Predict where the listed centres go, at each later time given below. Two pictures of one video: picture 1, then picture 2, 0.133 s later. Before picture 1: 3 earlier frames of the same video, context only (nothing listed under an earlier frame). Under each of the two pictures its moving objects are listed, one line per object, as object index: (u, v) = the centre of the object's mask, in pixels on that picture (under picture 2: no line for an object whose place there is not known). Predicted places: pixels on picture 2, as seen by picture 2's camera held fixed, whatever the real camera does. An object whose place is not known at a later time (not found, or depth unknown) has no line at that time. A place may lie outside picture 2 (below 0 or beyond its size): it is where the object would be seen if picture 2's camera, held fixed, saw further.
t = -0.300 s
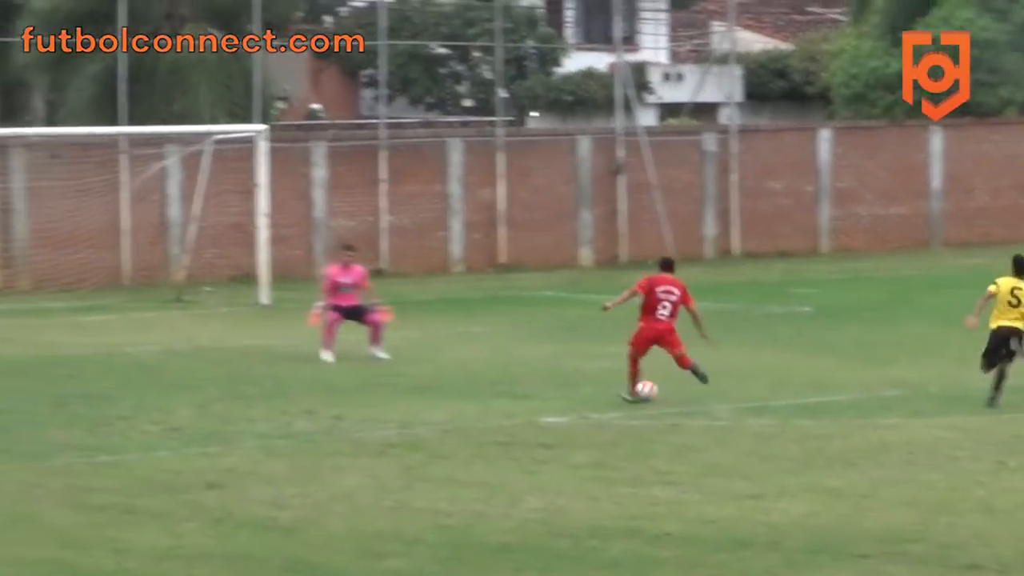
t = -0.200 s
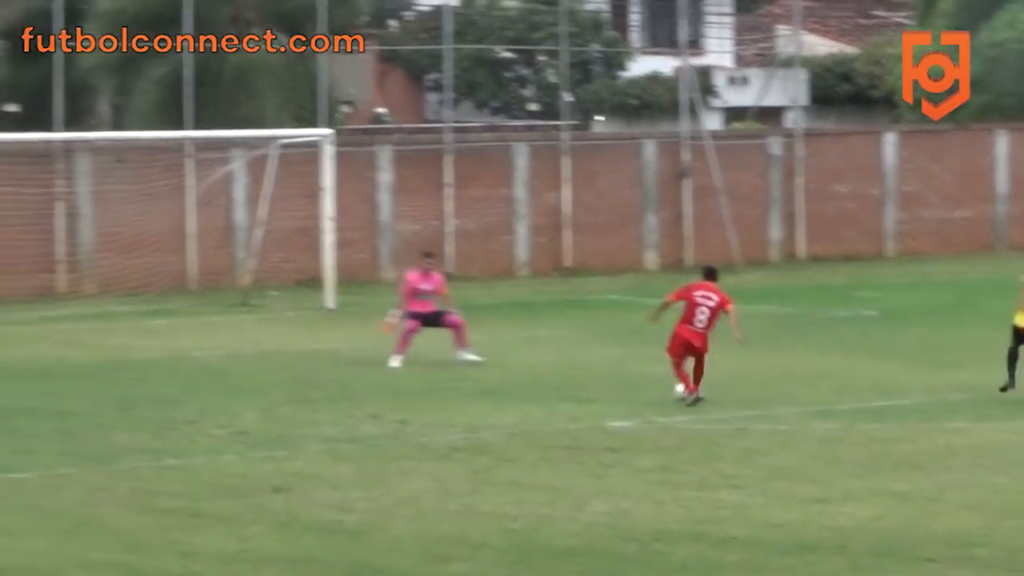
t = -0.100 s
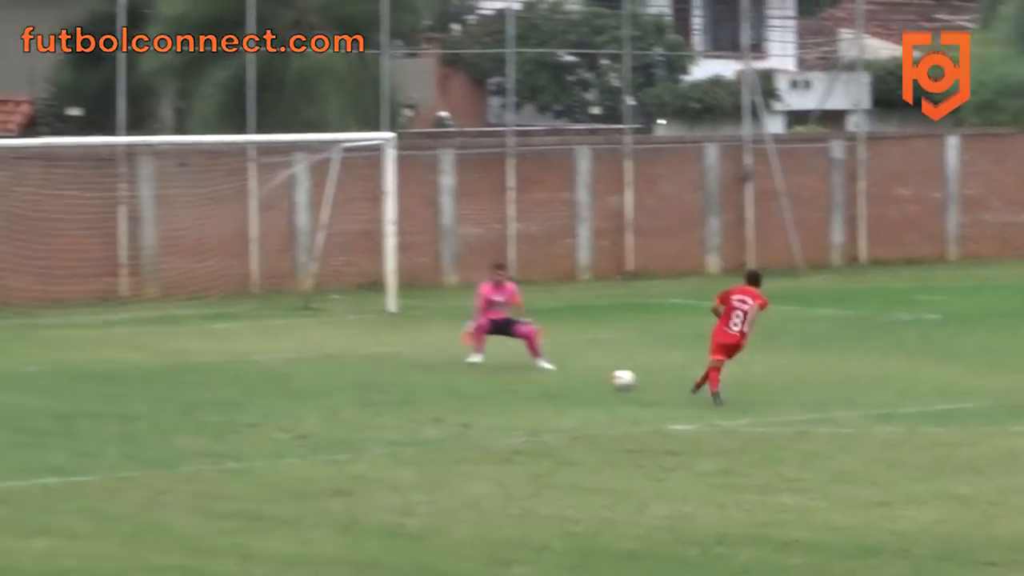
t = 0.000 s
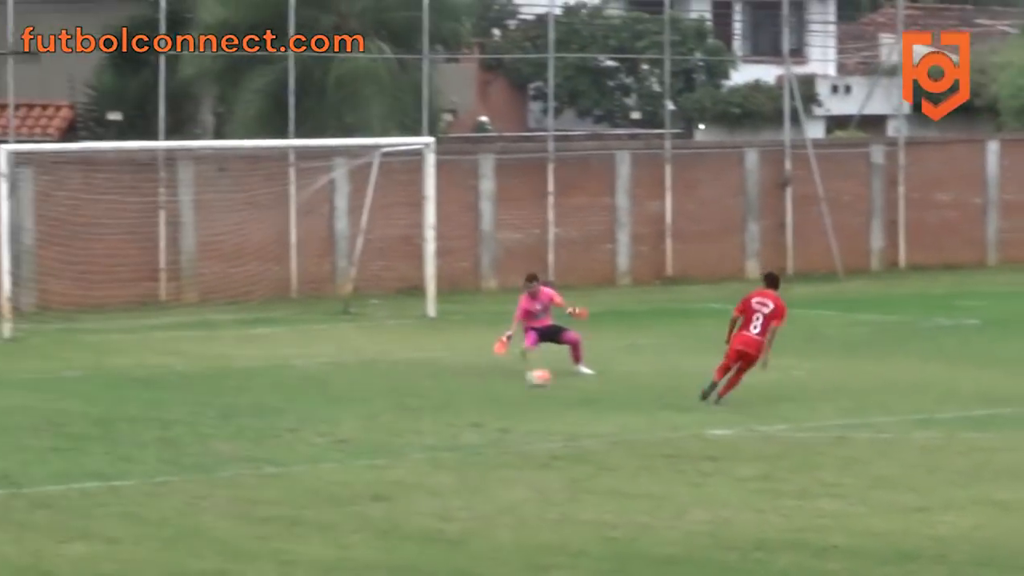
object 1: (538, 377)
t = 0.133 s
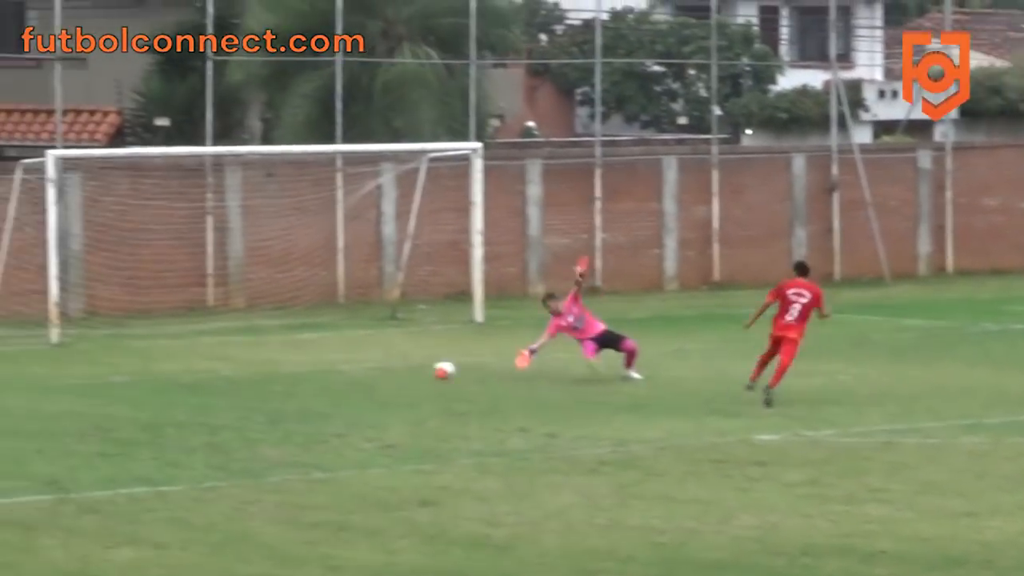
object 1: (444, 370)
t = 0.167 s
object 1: (412, 367)
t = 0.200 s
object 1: (383, 363)
